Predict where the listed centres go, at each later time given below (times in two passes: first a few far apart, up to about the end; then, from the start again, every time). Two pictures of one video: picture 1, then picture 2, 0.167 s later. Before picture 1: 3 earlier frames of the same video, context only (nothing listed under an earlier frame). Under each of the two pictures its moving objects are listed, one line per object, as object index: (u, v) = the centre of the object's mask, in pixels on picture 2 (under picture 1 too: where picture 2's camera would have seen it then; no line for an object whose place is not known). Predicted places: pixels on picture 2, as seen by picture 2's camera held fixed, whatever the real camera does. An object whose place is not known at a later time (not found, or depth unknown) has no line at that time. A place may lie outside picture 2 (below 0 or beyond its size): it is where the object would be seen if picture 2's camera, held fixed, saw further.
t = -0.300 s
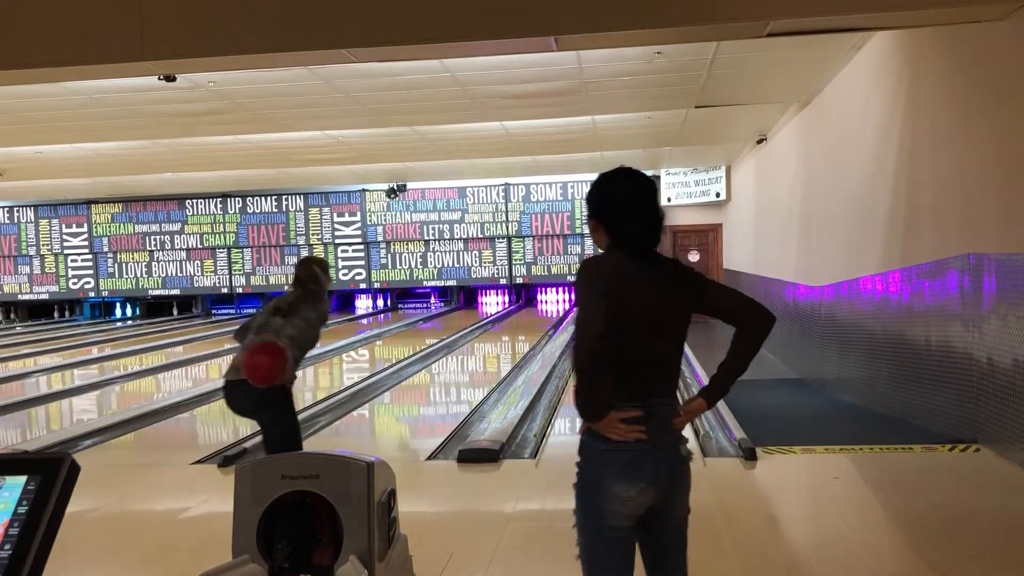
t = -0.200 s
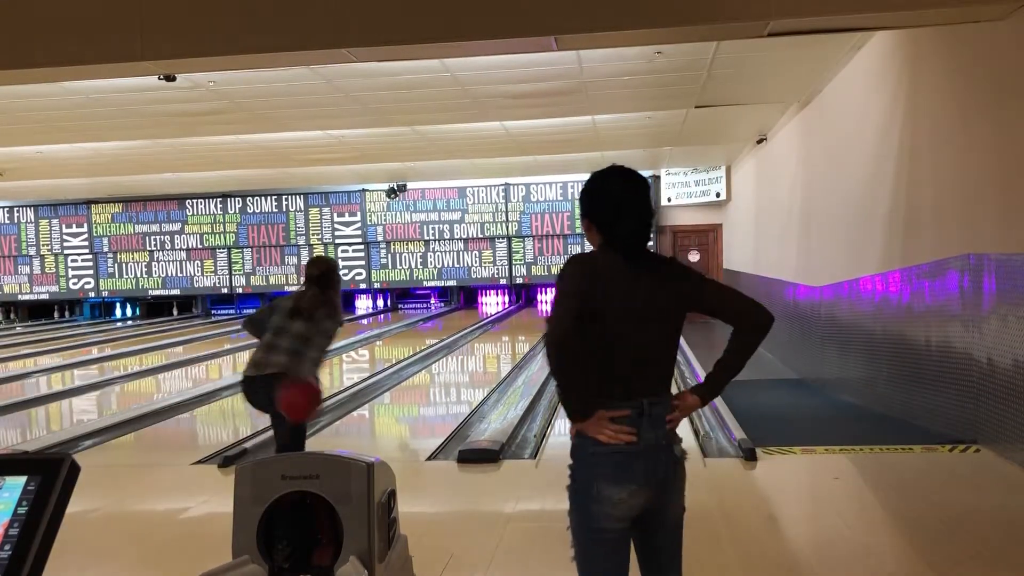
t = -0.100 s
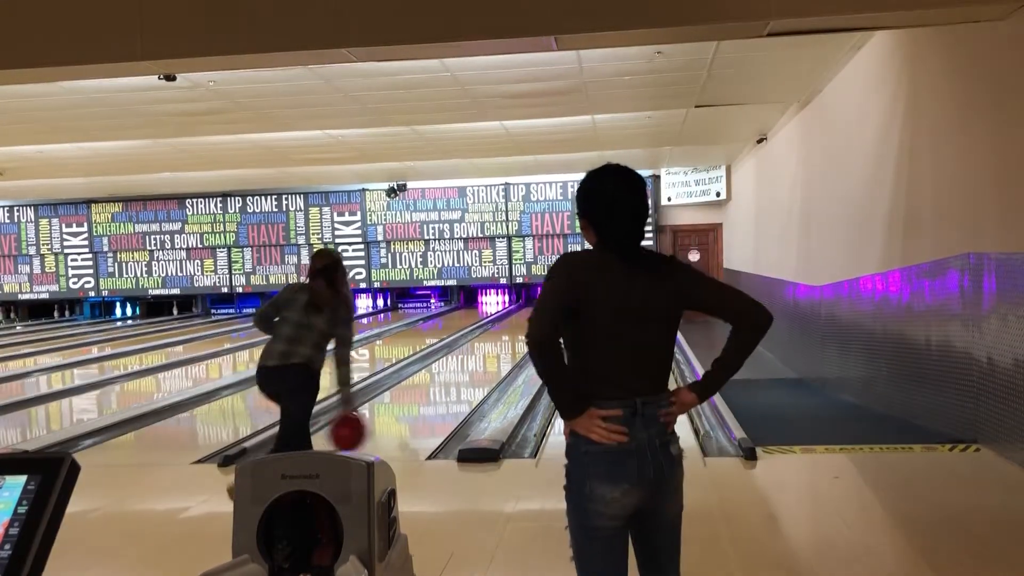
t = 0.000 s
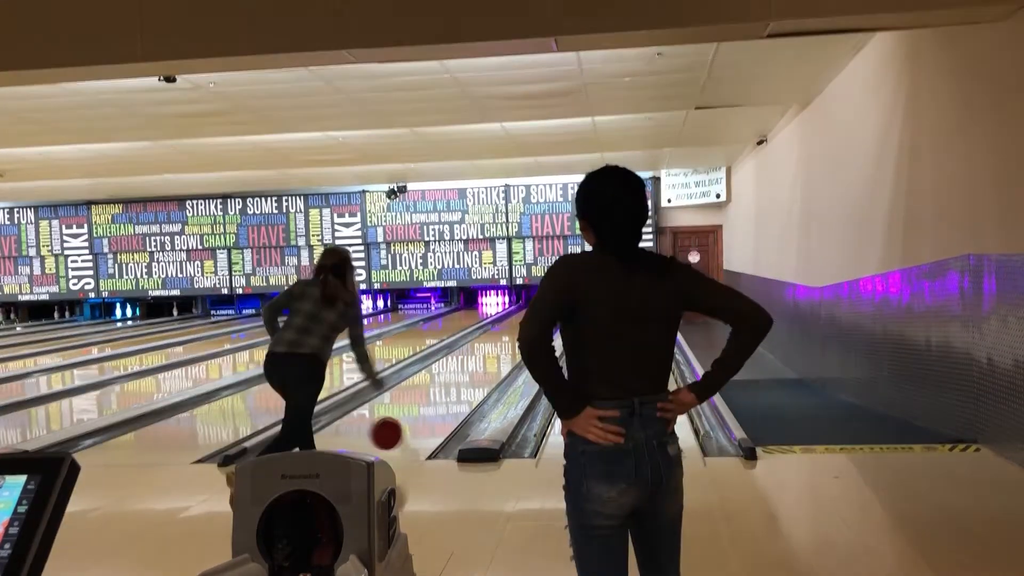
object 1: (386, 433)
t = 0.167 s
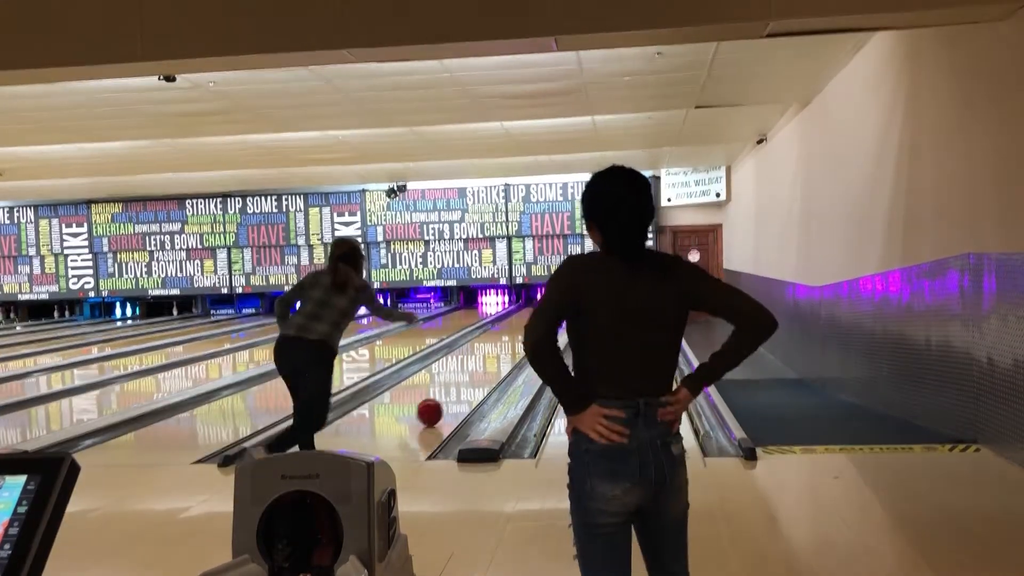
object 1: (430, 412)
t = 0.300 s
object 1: (453, 391)
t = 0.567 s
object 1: (485, 362)
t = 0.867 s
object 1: (507, 341)
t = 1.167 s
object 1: (523, 327)
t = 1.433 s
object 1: (533, 318)
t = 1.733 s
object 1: (541, 310)
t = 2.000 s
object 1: (546, 305)
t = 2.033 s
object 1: (547, 304)
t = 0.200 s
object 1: (436, 407)
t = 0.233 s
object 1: (442, 401)
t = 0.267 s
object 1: (448, 396)
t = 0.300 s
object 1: (453, 391)
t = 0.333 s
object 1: (458, 386)
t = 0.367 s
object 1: (462, 383)
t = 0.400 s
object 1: (467, 379)
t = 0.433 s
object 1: (471, 374)
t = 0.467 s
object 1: (475, 371)
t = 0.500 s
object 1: (478, 369)
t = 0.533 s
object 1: (482, 365)
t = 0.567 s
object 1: (485, 362)
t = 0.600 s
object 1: (488, 360)
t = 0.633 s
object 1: (491, 357)
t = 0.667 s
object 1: (493, 354)
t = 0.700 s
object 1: (496, 352)
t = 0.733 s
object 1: (498, 350)
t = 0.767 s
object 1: (501, 347)
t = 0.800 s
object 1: (503, 345)
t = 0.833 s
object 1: (505, 343)
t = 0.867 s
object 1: (507, 341)
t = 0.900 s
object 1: (509, 340)
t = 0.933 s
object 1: (511, 338)
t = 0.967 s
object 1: (513, 336)
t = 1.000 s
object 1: (515, 334)
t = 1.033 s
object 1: (516, 333)
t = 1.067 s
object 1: (518, 331)
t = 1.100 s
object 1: (520, 330)
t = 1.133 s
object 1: (521, 329)
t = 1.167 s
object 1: (523, 327)
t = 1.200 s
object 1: (524, 326)
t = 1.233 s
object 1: (525, 325)
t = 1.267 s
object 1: (527, 323)
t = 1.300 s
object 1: (528, 322)
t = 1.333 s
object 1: (529, 321)
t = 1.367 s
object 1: (530, 320)
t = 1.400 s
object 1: (531, 319)
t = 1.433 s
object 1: (533, 318)
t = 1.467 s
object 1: (534, 317)
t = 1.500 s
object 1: (534, 316)
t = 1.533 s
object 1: (536, 315)
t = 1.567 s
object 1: (537, 314)
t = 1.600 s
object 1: (537, 313)
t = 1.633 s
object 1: (538, 313)
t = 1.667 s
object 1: (540, 311)
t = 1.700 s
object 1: (540, 311)
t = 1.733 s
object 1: (541, 310)
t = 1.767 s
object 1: (541, 309)
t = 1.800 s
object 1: (542, 308)
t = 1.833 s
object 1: (543, 308)
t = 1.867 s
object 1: (543, 307)
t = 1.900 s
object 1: (545, 306)
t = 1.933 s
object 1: (546, 306)
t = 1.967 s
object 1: (546, 305)
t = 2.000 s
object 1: (546, 305)
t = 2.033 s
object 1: (547, 304)
